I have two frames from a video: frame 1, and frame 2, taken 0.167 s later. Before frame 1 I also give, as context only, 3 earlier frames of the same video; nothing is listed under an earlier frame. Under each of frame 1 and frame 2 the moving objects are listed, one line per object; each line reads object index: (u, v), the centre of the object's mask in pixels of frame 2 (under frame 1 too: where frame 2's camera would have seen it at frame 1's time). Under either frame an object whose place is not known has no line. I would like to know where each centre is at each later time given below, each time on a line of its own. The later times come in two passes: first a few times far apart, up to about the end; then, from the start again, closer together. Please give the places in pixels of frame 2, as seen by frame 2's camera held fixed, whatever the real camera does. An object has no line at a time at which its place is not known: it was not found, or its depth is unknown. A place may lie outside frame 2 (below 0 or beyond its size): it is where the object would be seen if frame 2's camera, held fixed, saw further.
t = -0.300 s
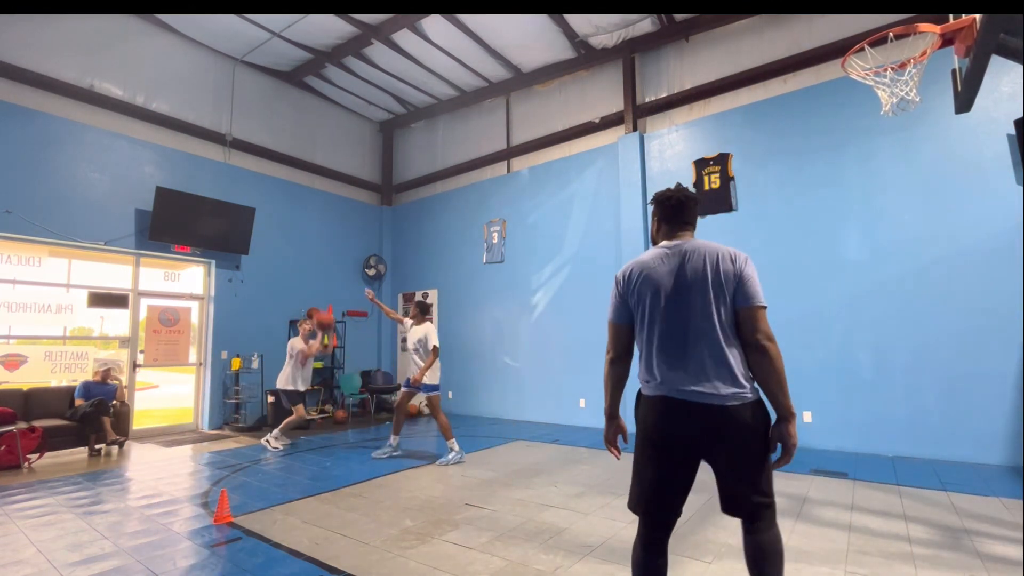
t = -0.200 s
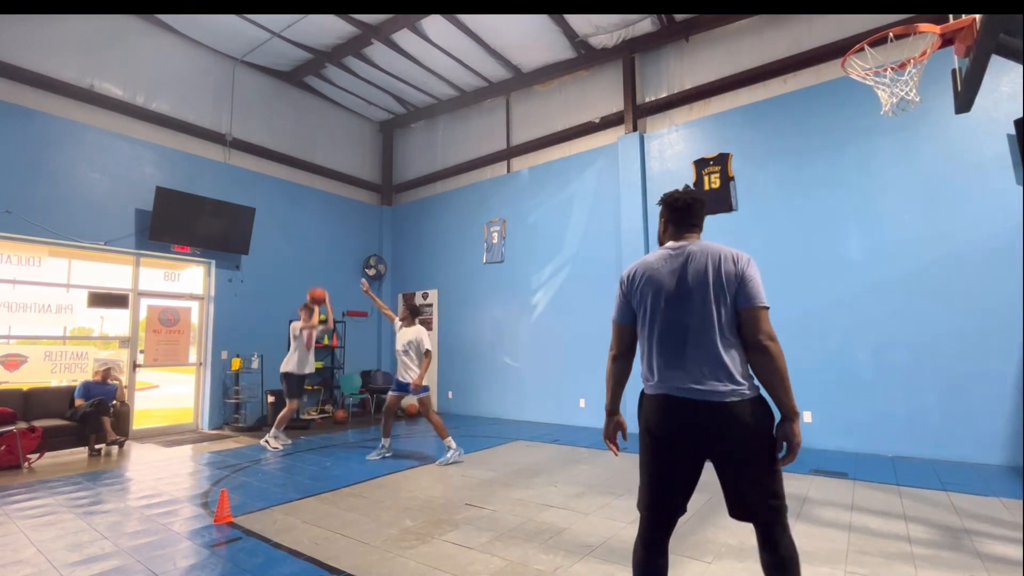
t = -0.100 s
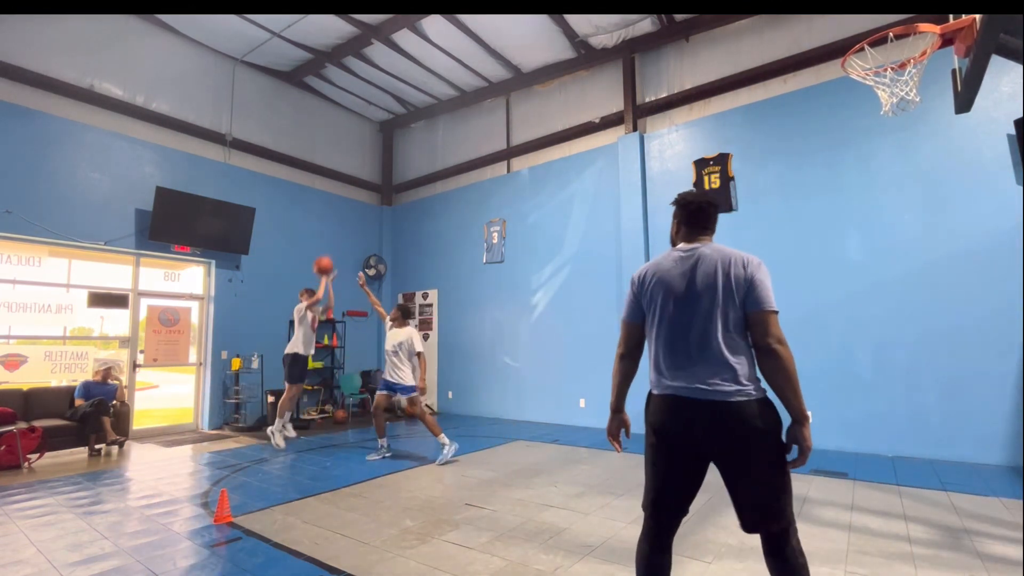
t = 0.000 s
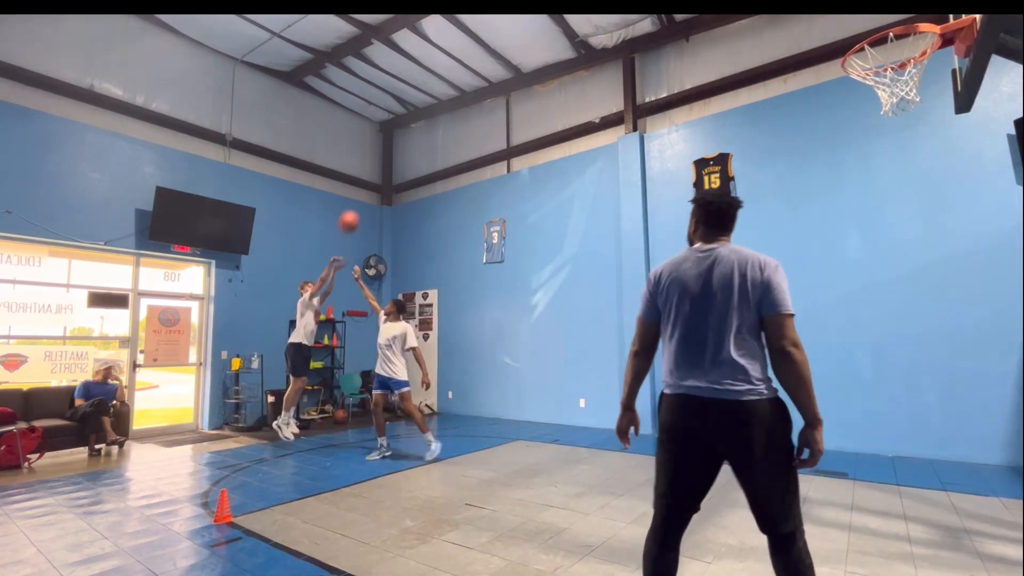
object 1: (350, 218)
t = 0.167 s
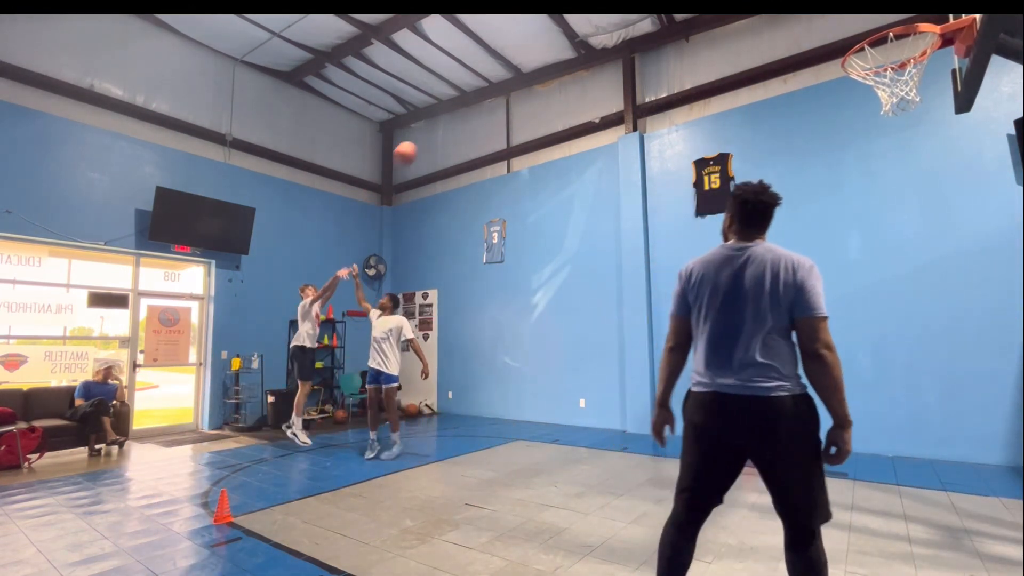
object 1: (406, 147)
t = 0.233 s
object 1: (430, 122)
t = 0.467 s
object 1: (528, 55)
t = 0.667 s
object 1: (650, 27)
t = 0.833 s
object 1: (789, 34)
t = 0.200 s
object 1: (417, 135)
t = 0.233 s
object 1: (430, 122)
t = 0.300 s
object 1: (457, 94)
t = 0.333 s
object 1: (468, 88)
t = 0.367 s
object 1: (483, 77)
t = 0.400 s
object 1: (499, 68)
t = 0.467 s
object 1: (528, 55)
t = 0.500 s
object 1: (545, 50)
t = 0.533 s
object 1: (565, 43)
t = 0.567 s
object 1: (583, 38)
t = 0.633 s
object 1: (624, 31)
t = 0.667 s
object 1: (650, 27)
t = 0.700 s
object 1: (679, 26)
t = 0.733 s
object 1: (704, 25)
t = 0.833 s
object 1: (789, 34)
